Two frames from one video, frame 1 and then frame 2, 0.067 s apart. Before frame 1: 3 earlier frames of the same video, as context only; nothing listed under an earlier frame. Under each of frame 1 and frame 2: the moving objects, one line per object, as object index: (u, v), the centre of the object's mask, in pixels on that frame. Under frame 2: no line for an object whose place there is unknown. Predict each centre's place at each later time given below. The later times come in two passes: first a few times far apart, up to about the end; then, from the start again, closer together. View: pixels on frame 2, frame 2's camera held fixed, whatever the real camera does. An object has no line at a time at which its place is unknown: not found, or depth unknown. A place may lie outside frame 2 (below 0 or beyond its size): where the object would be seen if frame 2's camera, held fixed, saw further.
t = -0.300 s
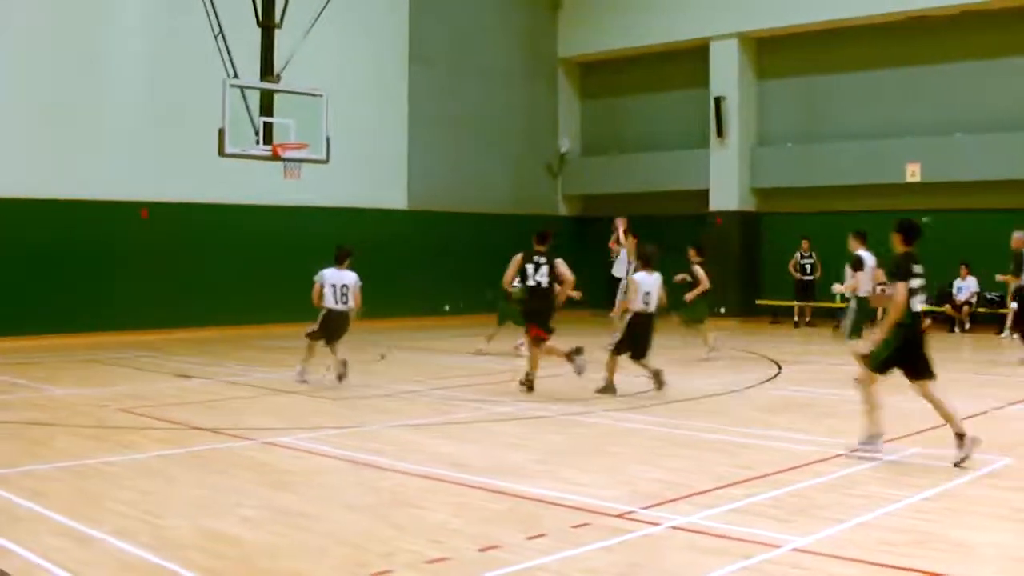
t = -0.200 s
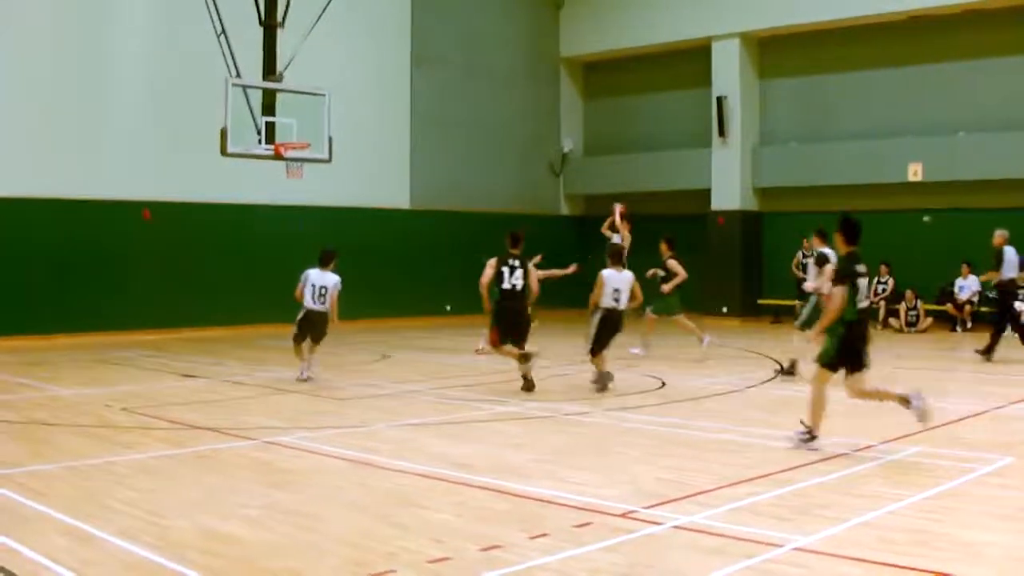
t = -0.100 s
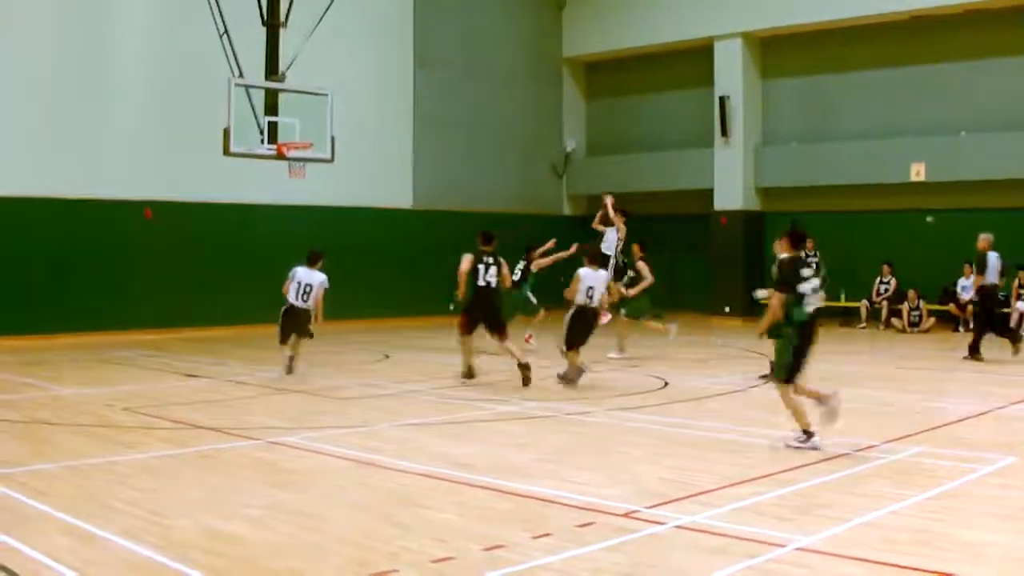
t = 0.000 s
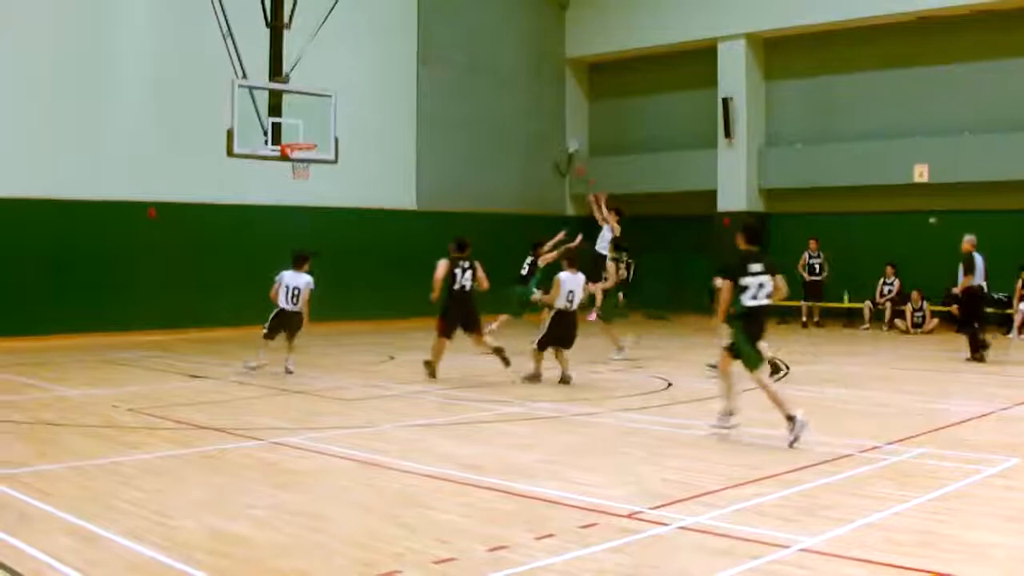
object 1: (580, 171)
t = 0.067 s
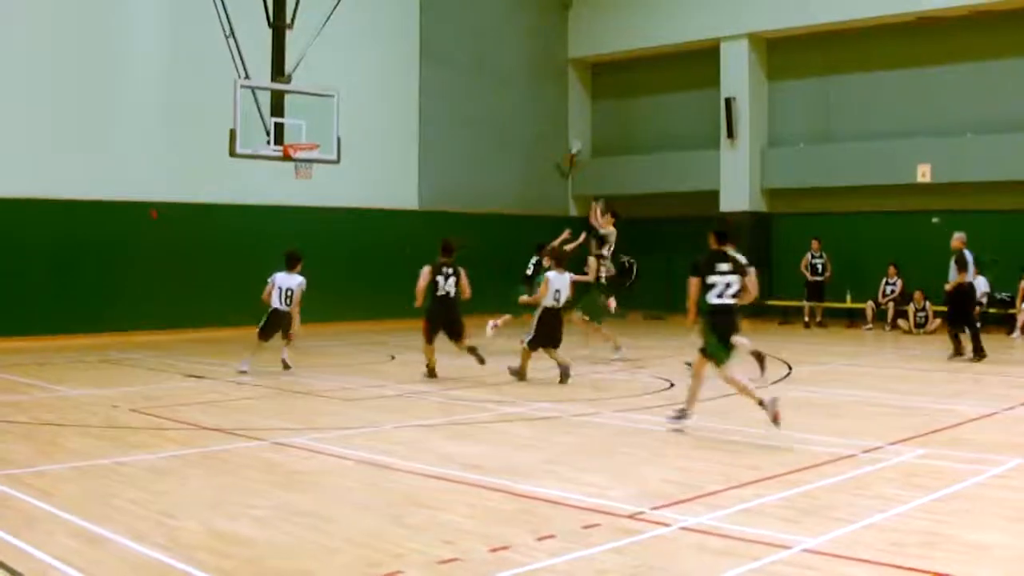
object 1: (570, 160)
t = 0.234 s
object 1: (511, 111)
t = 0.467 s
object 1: (428, 81)
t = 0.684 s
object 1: (352, 85)
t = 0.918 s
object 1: (315, 110)
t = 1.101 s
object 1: (306, 157)
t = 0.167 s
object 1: (531, 124)
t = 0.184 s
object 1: (527, 122)
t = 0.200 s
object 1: (520, 118)
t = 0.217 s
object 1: (515, 114)
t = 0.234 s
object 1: (511, 111)
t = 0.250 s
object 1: (505, 109)
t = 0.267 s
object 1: (498, 105)
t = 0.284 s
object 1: (493, 101)
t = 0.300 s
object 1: (485, 97)
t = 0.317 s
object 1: (482, 95)
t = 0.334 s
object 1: (475, 93)
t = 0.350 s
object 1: (470, 90)
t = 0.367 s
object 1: (463, 88)
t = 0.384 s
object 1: (459, 87)
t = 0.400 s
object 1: (452, 84)
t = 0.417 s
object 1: (446, 83)
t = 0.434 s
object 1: (440, 82)
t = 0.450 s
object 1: (435, 82)
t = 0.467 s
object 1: (428, 81)
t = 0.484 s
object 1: (422, 80)
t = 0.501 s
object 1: (417, 79)
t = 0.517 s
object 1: (411, 78)
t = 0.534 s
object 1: (405, 79)
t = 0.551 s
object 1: (399, 79)
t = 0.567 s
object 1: (392, 79)
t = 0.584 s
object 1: (385, 78)
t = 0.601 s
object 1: (379, 79)
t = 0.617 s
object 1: (374, 80)
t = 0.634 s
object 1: (369, 81)
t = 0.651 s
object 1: (363, 82)
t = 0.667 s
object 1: (357, 83)
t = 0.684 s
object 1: (352, 85)
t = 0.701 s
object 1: (346, 86)
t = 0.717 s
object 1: (340, 88)
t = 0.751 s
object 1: (327, 92)
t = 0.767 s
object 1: (323, 94)
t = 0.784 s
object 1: (321, 96)
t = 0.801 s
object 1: (319, 98)
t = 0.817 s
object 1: (318, 99)
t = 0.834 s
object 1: (318, 101)
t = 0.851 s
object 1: (318, 103)
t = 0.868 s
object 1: (317, 105)
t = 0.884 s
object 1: (316, 107)
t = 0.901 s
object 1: (316, 108)
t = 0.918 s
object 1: (315, 110)
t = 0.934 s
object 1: (315, 113)
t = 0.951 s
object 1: (314, 117)
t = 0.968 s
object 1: (314, 122)
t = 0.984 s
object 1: (312, 125)
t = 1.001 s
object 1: (312, 130)
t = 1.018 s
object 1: (311, 134)
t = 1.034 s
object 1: (310, 137)
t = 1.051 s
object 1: (309, 142)
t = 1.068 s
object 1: (308, 146)
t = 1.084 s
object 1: (306, 152)
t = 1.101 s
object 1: (306, 157)
